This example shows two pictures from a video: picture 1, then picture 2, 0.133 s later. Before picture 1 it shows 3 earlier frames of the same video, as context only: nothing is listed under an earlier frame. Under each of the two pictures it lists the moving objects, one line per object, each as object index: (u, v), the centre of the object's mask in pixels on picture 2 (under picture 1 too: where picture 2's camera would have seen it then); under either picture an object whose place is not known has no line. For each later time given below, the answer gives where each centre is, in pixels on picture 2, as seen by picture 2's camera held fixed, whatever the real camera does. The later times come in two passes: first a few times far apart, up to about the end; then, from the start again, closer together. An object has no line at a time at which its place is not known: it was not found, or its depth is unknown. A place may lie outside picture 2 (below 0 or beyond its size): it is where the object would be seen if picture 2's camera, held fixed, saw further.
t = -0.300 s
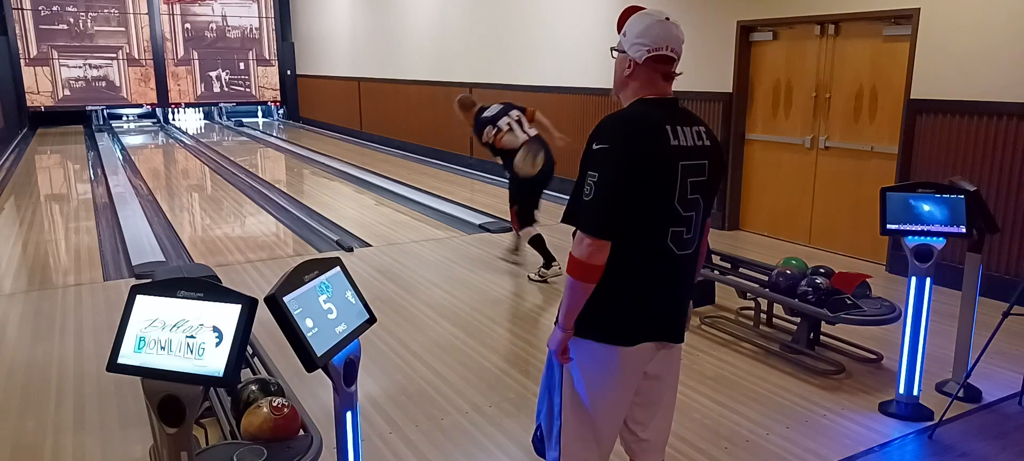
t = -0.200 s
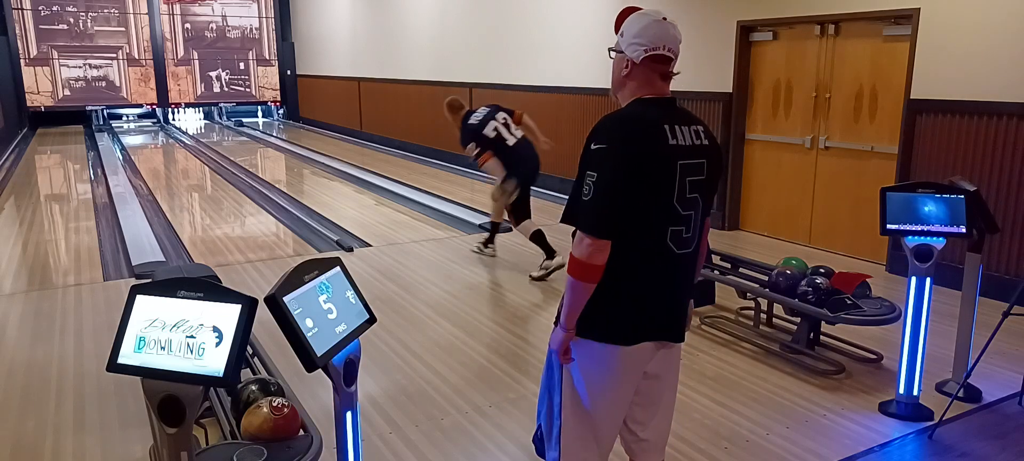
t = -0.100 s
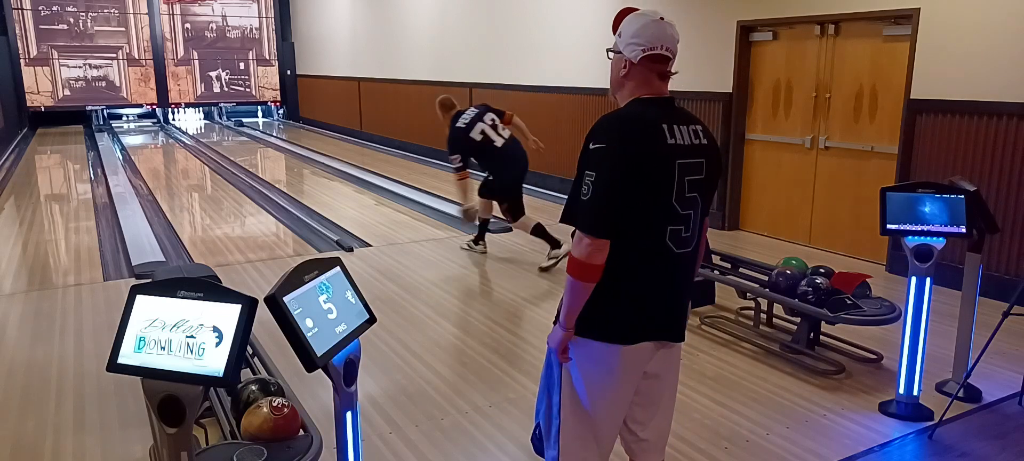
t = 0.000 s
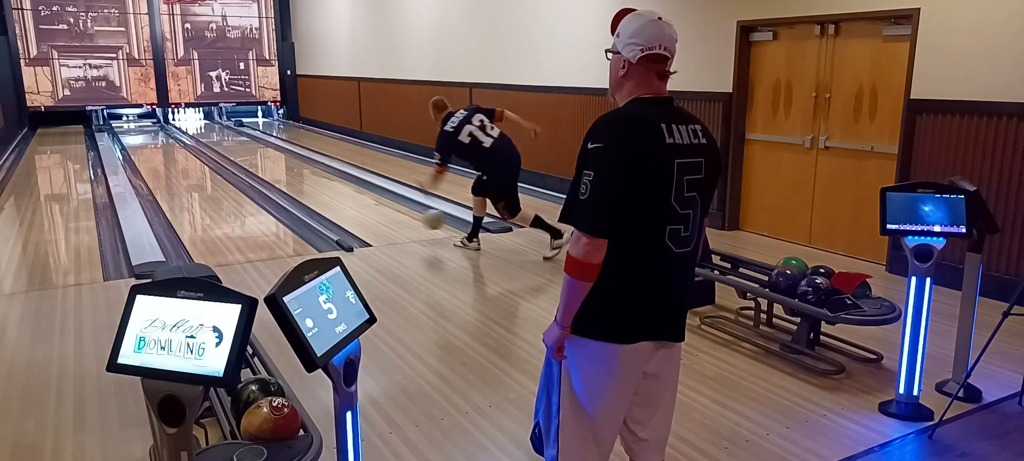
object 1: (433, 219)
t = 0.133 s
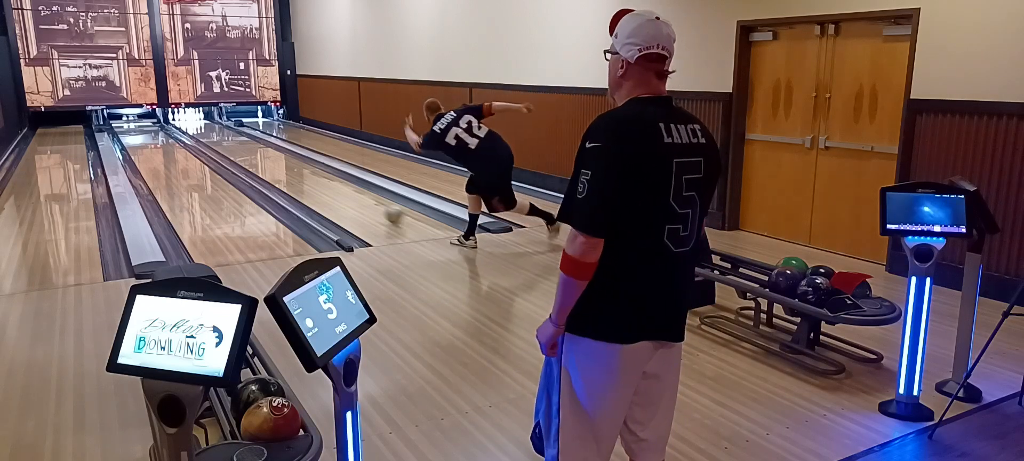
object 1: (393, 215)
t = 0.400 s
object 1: (334, 190)
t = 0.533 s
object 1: (312, 179)
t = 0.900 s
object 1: (265, 160)
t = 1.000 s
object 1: (255, 155)
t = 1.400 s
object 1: (225, 141)
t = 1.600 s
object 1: (213, 135)
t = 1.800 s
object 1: (204, 131)
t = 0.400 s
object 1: (334, 190)
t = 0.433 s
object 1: (329, 187)
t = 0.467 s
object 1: (323, 185)
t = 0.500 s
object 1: (318, 182)
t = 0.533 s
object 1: (312, 179)
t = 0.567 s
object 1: (307, 177)
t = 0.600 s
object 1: (302, 176)
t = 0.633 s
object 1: (297, 174)
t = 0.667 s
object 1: (293, 171)
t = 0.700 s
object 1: (289, 170)
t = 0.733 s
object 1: (285, 168)
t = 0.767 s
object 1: (280, 166)
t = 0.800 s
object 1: (276, 164)
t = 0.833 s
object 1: (272, 163)
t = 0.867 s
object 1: (269, 161)
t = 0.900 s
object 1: (265, 160)
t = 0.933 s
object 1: (262, 159)
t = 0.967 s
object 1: (259, 157)
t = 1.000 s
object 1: (255, 155)
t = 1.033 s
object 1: (253, 154)
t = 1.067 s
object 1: (250, 152)
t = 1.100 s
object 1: (246, 151)
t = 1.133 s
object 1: (244, 150)
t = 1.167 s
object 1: (241, 149)
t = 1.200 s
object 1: (238, 148)
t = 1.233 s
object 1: (236, 146)
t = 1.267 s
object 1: (234, 146)
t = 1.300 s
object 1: (231, 144)
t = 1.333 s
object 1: (229, 143)
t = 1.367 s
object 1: (227, 141)
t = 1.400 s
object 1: (225, 141)
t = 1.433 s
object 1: (223, 140)
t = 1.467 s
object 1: (220, 139)
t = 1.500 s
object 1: (218, 138)
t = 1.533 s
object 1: (216, 137)
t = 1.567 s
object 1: (215, 136)
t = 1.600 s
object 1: (213, 135)
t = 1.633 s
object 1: (211, 135)
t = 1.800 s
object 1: (204, 131)
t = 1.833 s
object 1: (202, 130)
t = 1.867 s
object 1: (201, 130)
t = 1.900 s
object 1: (200, 129)
